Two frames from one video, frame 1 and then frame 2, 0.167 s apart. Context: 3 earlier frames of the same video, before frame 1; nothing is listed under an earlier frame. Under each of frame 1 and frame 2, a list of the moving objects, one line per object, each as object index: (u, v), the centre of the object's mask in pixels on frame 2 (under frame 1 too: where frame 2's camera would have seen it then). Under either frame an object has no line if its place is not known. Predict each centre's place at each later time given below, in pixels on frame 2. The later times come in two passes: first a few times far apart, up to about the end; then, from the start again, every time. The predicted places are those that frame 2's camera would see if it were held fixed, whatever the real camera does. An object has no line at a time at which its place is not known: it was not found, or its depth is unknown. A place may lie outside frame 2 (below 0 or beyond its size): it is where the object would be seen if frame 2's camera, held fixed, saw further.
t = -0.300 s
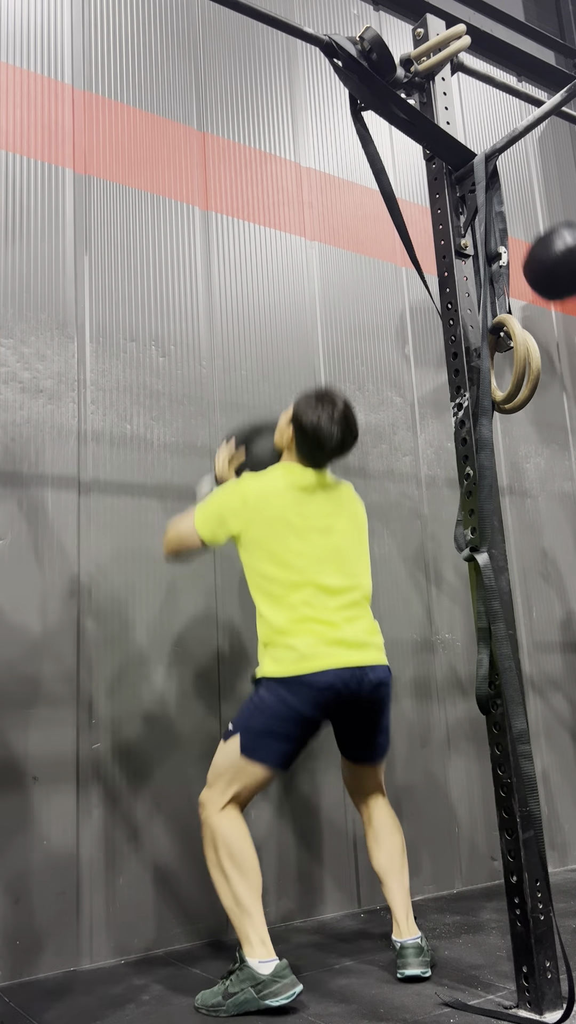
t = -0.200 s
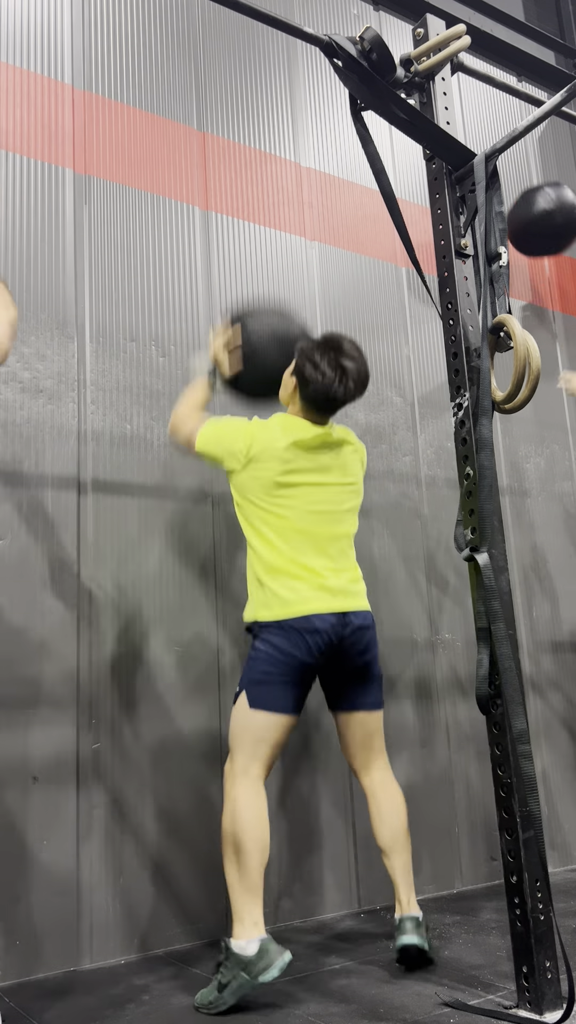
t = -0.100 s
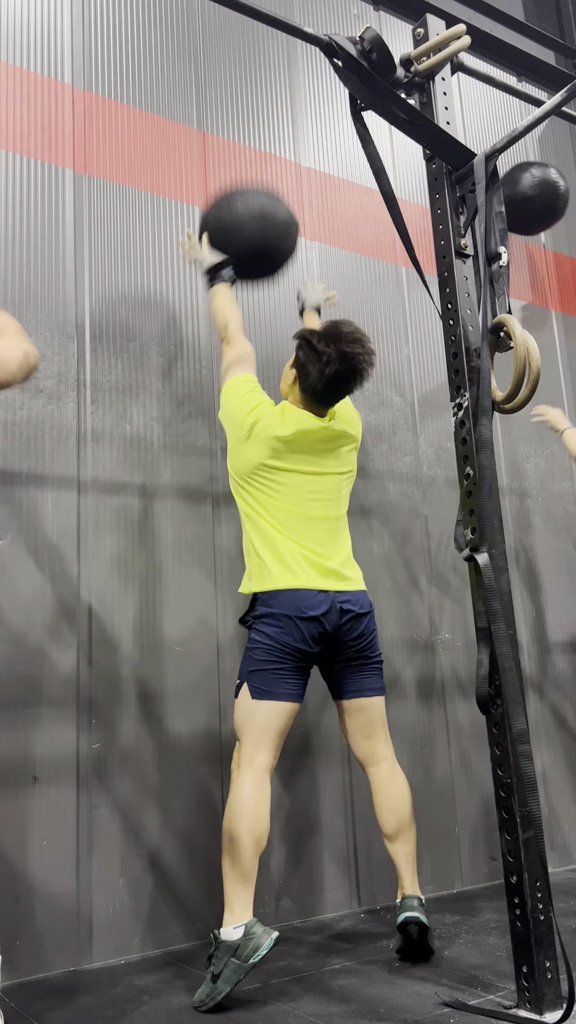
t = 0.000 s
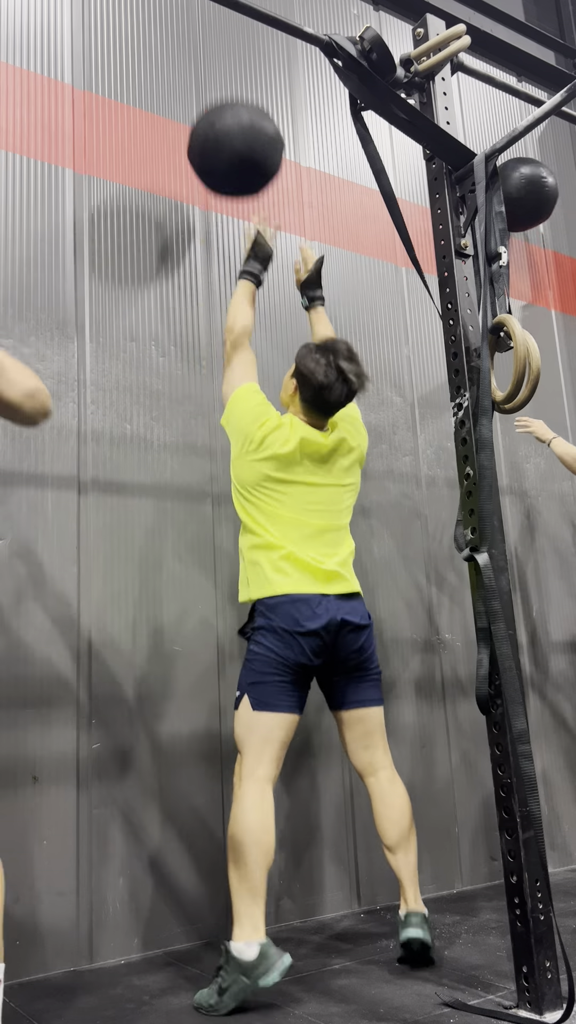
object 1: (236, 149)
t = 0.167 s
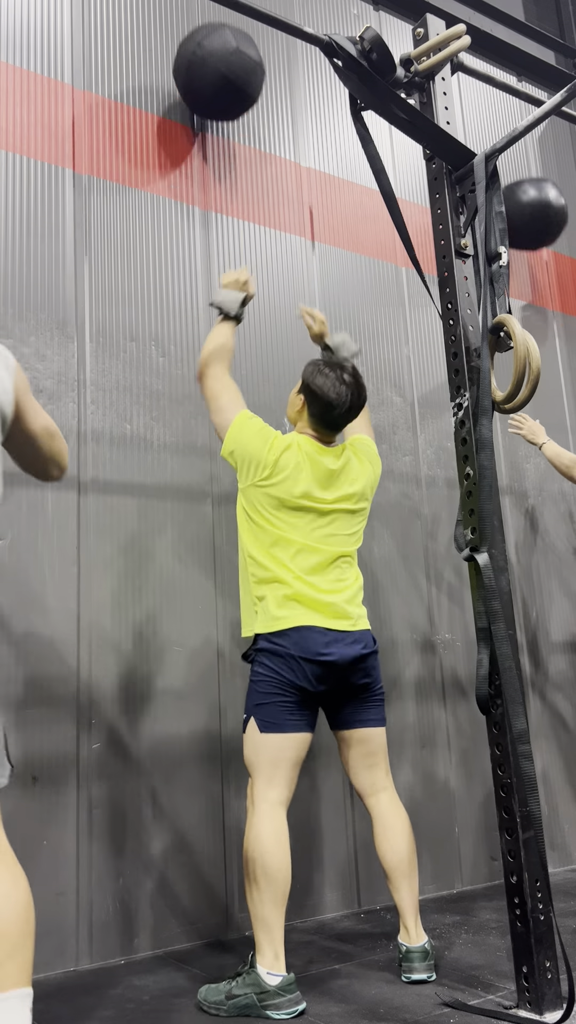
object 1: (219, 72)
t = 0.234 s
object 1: (212, 64)
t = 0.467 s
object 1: (226, 69)
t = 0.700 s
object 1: (249, 198)
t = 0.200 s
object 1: (215, 67)
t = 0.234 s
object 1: (212, 64)
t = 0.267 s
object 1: (211, 62)
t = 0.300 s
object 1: (213, 59)
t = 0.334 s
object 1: (215, 56)
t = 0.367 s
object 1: (217, 56)
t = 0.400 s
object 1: (220, 57)
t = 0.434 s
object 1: (223, 61)
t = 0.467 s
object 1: (226, 69)
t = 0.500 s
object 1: (229, 79)
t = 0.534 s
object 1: (232, 92)
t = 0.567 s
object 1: (235, 107)
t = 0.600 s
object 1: (238, 125)
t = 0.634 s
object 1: (241, 147)
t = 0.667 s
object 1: (245, 171)
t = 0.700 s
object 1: (249, 198)
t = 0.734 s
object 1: (253, 228)
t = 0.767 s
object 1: (258, 262)
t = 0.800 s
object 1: (263, 300)
